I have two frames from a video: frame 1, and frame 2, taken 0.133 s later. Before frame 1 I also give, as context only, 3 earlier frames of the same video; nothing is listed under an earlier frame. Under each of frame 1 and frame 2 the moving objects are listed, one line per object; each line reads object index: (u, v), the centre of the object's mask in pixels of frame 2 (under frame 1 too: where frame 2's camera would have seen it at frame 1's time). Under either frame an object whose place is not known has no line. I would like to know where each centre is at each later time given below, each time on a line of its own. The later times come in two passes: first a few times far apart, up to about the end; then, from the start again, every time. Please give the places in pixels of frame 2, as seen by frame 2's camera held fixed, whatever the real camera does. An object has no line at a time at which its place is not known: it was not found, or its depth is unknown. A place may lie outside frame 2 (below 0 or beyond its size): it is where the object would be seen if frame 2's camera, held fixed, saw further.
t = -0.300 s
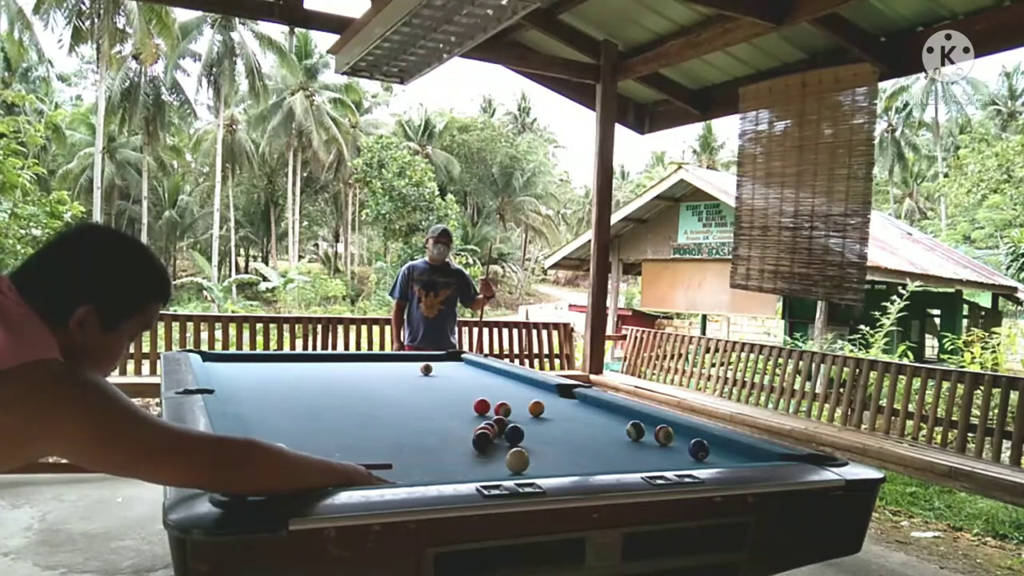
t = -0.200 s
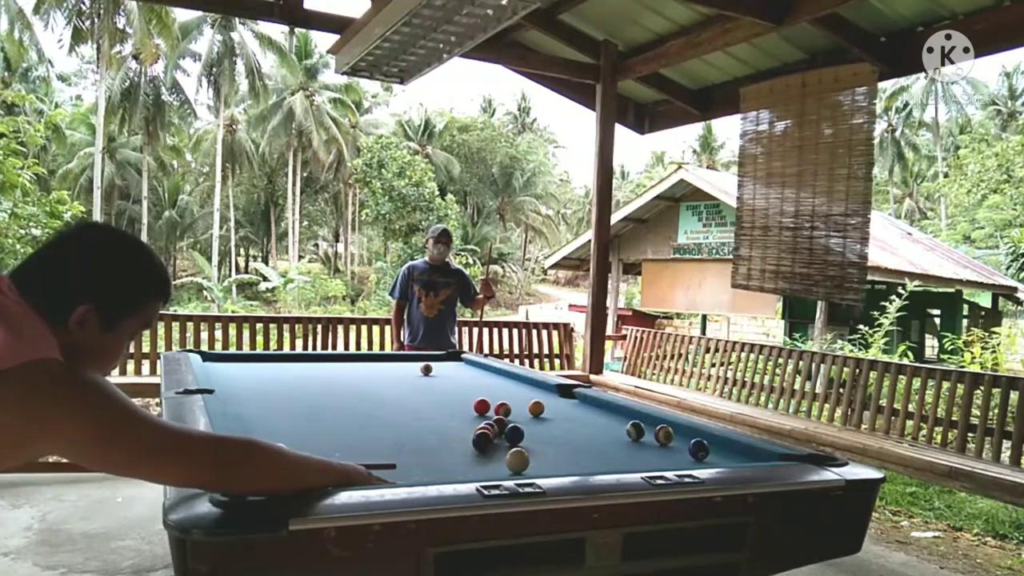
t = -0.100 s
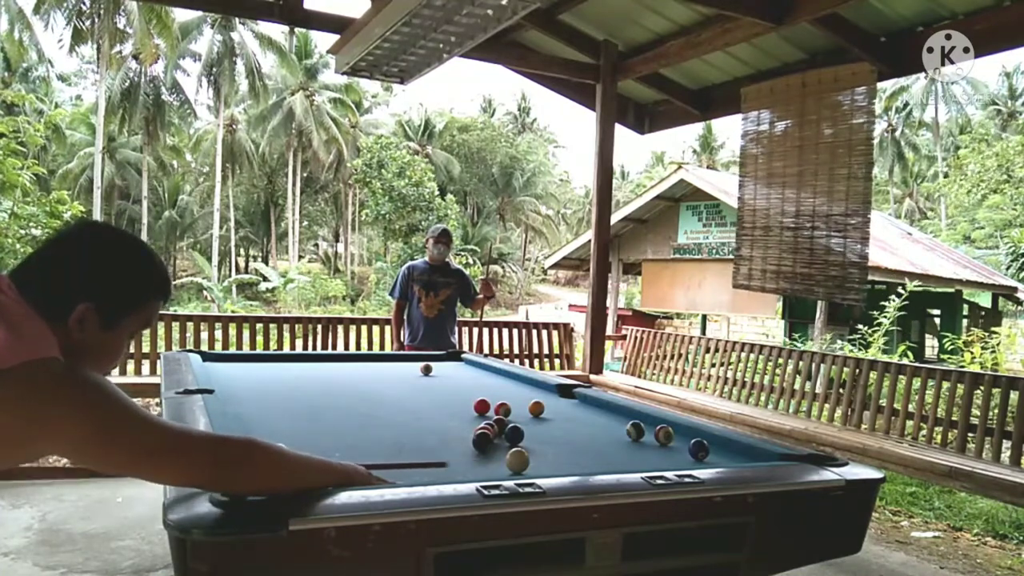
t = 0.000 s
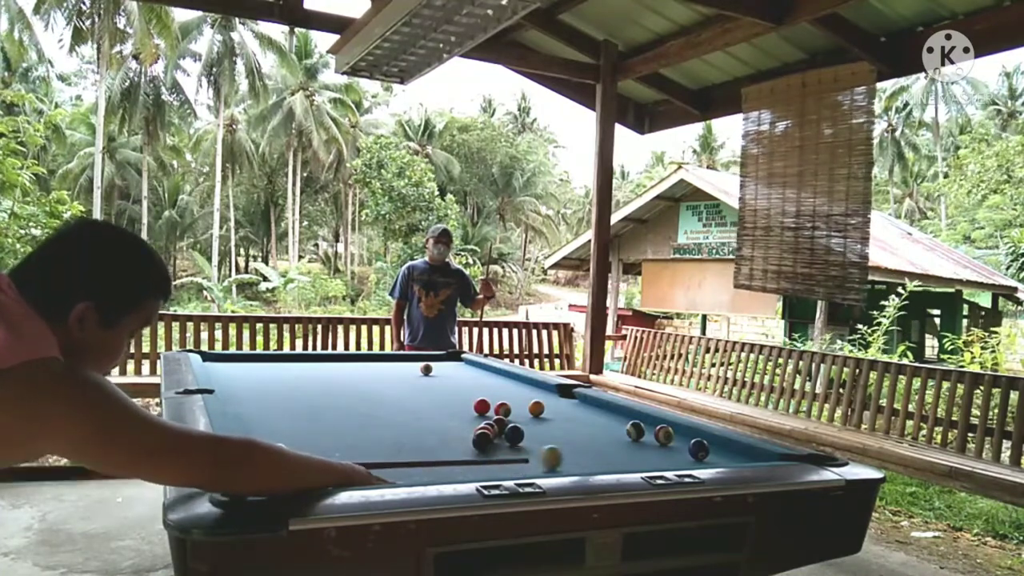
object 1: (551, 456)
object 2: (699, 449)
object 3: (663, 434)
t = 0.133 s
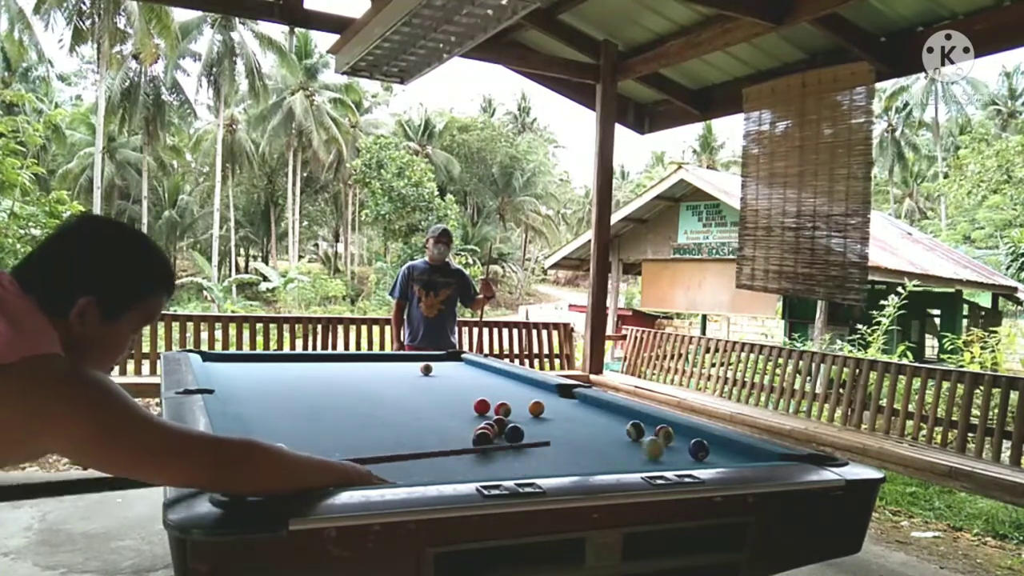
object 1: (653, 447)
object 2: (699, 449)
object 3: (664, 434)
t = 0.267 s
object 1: (707, 437)
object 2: (719, 451)
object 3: (664, 435)
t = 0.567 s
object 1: (650, 442)
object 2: (775, 455)
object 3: (653, 428)
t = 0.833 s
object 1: (608, 447)
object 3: (649, 431)
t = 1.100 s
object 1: (562, 453)
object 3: (646, 431)
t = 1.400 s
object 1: (506, 459)
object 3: (645, 431)
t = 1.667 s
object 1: (455, 465)
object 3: (643, 431)
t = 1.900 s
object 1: (405, 471)
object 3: (643, 431)
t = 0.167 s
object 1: (672, 446)
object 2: (699, 449)
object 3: (662, 432)
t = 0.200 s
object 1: (685, 442)
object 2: (705, 450)
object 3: (664, 434)
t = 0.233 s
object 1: (697, 440)
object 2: (712, 451)
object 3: (663, 435)
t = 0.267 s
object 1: (707, 437)
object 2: (719, 451)
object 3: (664, 435)
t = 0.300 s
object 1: (699, 438)
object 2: (725, 452)
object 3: (663, 434)
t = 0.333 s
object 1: (689, 438)
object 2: (731, 453)
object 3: (664, 434)
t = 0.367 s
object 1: (680, 438)
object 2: (737, 453)
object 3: (662, 434)
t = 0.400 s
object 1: (676, 438)
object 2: (744, 453)
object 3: (657, 433)
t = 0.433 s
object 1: (671, 439)
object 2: (750, 453)
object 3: (654, 433)
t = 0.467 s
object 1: (666, 440)
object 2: (756, 454)
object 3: (652, 432)
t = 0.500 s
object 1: (661, 440)
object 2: (762, 455)
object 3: (650, 430)
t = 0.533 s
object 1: (656, 441)
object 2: (769, 455)
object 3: (651, 428)
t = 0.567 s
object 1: (650, 442)
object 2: (775, 455)
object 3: (653, 428)
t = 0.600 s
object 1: (645, 443)
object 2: (781, 456)
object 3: (653, 430)
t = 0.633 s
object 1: (640, 444)
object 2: (787, 457)
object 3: (652, 431)
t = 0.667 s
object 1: (635, 444)
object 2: (792, 458)
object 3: (651, 432)
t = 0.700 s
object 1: (629, 445)
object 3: (650, 432)
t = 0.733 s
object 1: (624, 446)
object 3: (650, 432)
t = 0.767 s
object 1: (618, 446)
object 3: (649, 432)
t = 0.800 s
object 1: (613, 447)
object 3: (649, 432)
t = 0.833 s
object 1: (608, 447)
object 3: (649, 431)
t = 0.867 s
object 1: (602, 448)
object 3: (648, 431)
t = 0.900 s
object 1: (596, 449)
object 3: (648, 431)
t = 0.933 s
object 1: (591, 450)
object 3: (648, 431)
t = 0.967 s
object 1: (586, 450)
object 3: (648, 431)
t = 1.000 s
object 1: (579, 451)
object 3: (647, 431)
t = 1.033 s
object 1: (574, 452)
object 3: (647, 431)
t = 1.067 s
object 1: (568, 453)
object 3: (647, 431)
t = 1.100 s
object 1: (562, 453)
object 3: (646, 431)
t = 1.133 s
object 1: (556, 454)
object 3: (646, 431)
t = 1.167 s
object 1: (550, 455)
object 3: (646, 431)
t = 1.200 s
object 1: (544, 456)
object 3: (646, 431)
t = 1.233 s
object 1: (538, 456)
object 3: (645, 431)
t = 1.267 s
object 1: (531, 457)
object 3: (645, 431)
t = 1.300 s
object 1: (525, 457)
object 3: (645, 431)
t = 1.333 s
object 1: (519, 458)
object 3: (645, 431)
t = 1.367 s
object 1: (513, 459)
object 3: (645, 431)
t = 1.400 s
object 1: (506, 459)
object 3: (645, 431)
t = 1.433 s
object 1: (500, 460)
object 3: (644, 431)
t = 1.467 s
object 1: (494, 460)
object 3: (644, 431)
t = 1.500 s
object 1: (487, 463)
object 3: (644, 431)
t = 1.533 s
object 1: (481, 463)
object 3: (644, 431)
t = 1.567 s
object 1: (474, 463)
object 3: (644, 431)
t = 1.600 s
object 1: (468, 464)
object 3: (643, 431)
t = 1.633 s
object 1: (461, 465)
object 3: (643, 431)
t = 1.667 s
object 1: (455, 465)
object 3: (643, 431)
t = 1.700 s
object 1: (448, 466)
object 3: (643, 431)
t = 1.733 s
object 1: (441, 467)
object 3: (643, 431)
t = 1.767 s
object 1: (434, 468)
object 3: (643, 431)
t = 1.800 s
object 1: (427, 469)
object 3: (643, 431)
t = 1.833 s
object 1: (420, 470)
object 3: (643, 431)
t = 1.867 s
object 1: (413, 470)
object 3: (643, 431)
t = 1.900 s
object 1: (405, 471)
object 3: (643, 431)
